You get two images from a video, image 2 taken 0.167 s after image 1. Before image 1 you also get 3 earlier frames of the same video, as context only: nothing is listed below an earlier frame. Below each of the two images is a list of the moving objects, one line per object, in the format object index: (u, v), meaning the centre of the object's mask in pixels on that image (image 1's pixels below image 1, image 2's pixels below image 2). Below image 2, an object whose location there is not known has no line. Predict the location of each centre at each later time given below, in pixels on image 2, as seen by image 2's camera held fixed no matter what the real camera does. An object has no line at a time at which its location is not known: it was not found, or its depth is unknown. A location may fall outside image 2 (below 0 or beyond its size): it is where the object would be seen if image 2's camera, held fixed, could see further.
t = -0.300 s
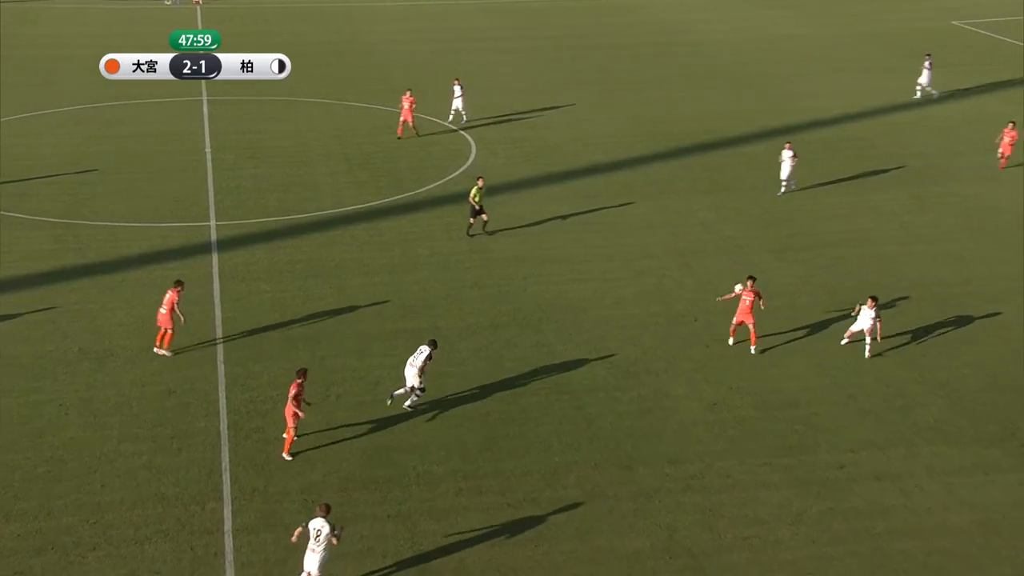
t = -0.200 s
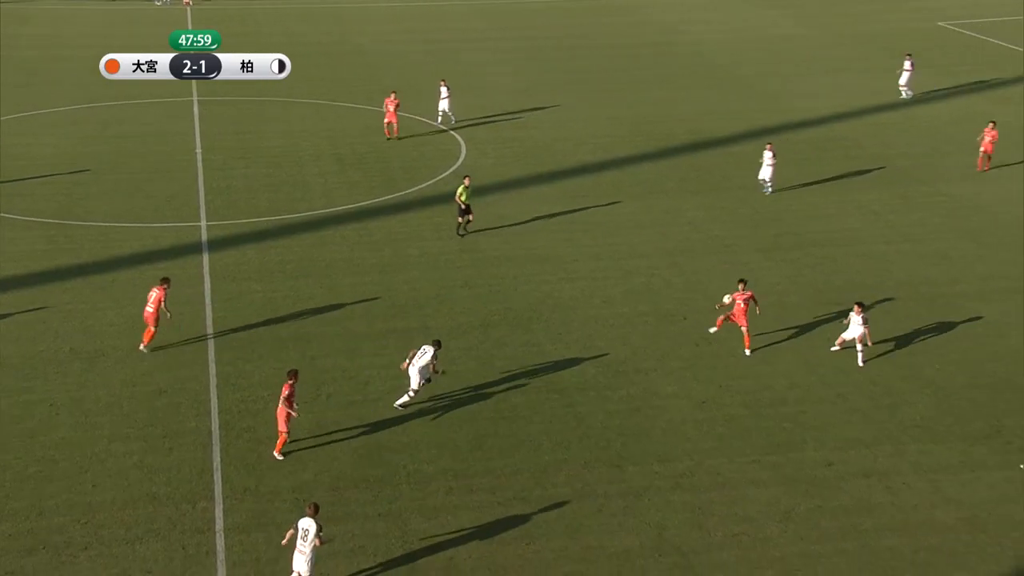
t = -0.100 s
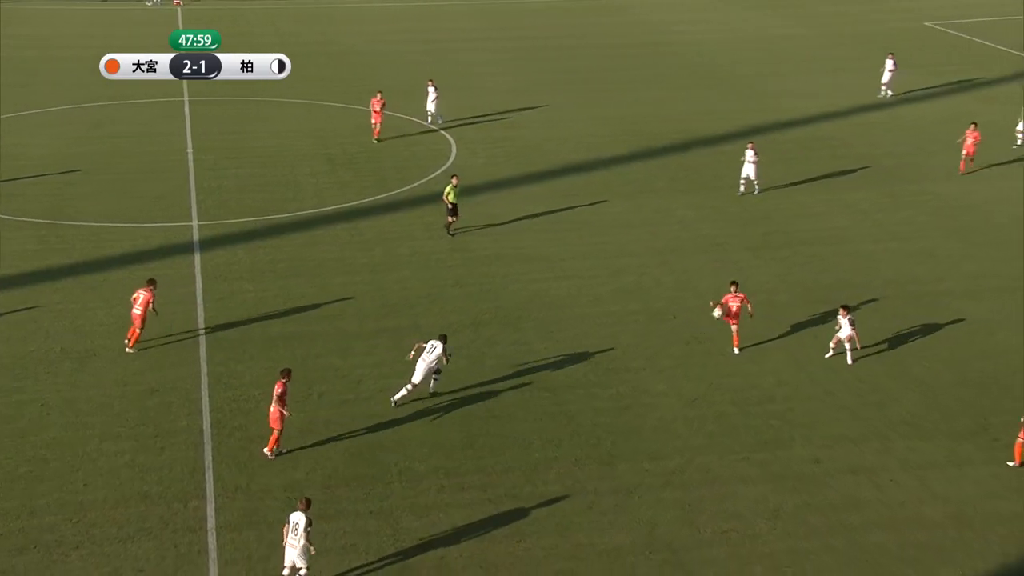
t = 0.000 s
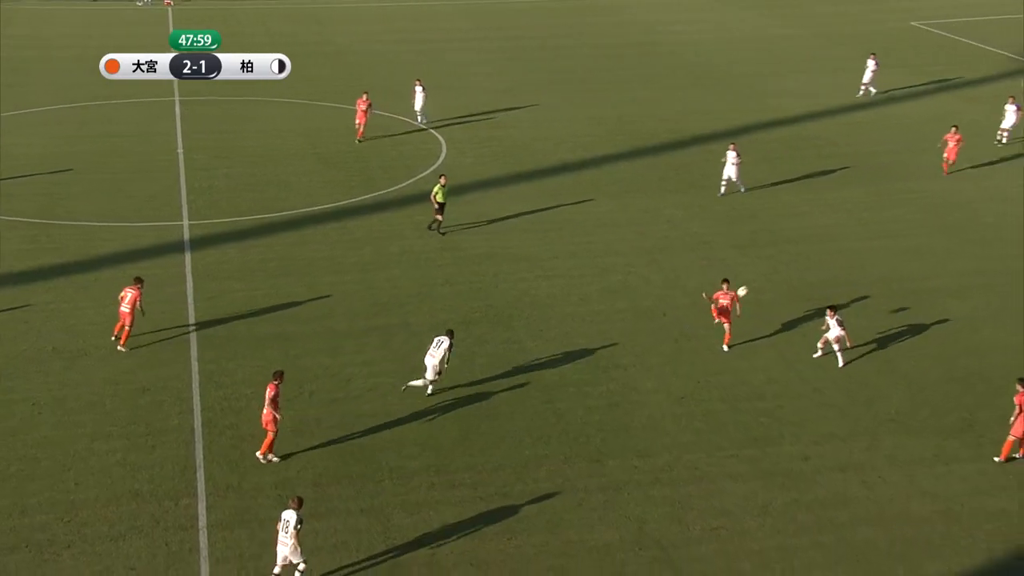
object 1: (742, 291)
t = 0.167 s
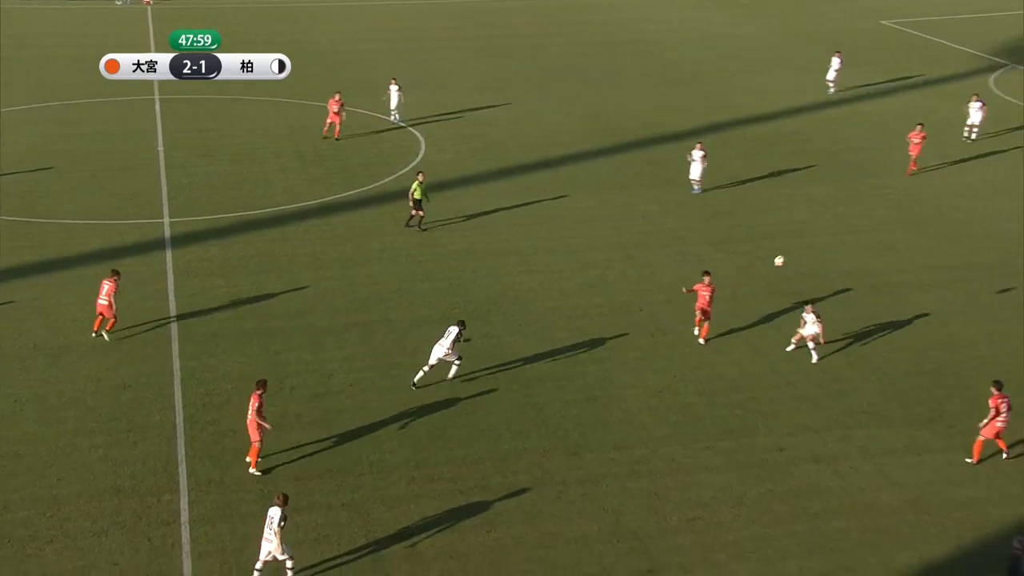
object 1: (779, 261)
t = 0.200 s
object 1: (790, 257)
